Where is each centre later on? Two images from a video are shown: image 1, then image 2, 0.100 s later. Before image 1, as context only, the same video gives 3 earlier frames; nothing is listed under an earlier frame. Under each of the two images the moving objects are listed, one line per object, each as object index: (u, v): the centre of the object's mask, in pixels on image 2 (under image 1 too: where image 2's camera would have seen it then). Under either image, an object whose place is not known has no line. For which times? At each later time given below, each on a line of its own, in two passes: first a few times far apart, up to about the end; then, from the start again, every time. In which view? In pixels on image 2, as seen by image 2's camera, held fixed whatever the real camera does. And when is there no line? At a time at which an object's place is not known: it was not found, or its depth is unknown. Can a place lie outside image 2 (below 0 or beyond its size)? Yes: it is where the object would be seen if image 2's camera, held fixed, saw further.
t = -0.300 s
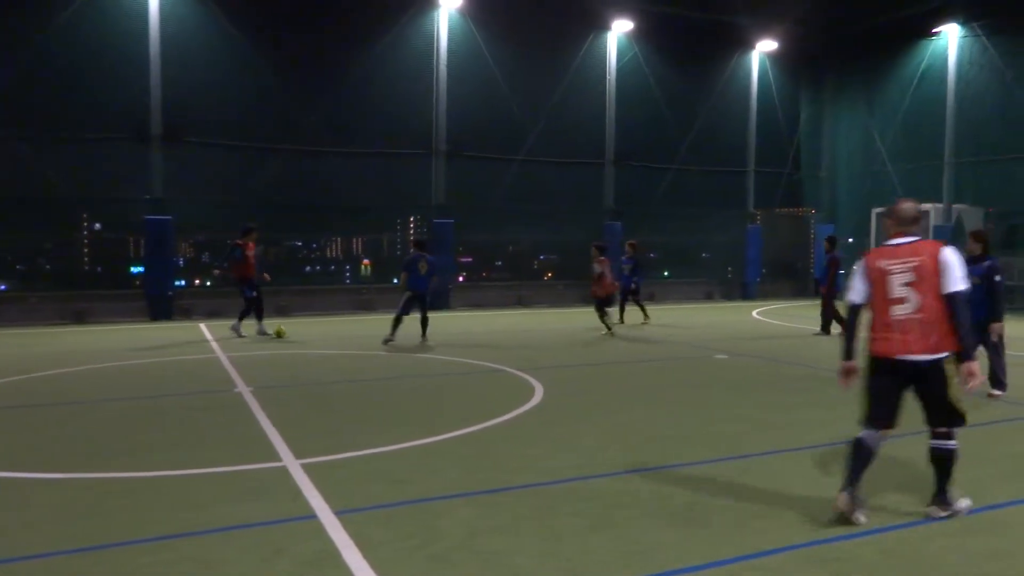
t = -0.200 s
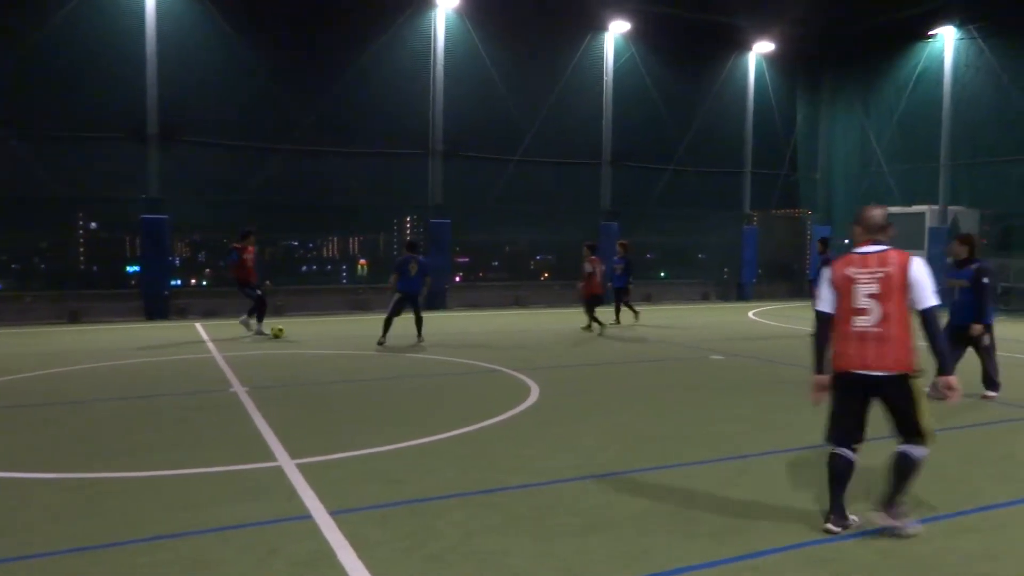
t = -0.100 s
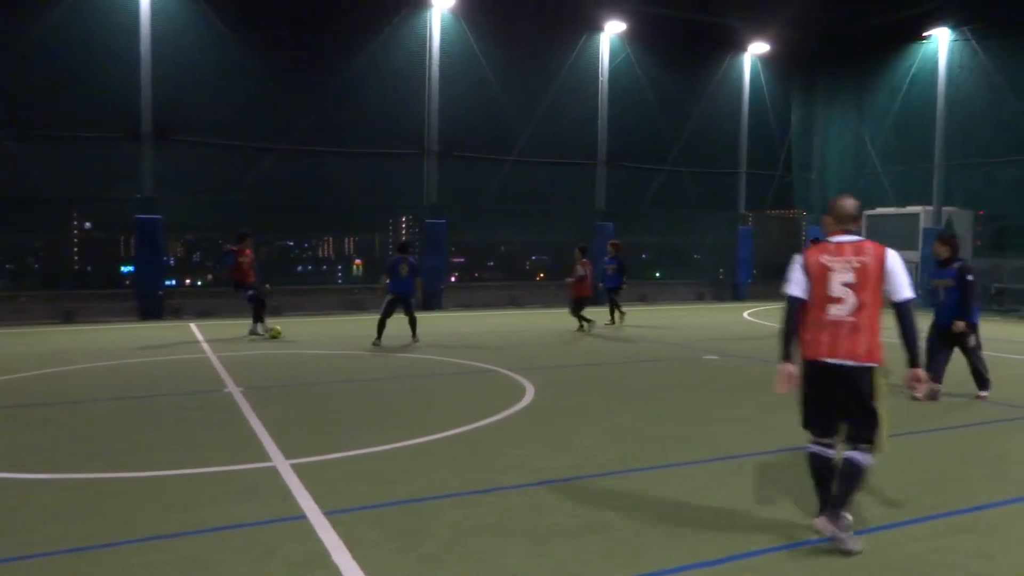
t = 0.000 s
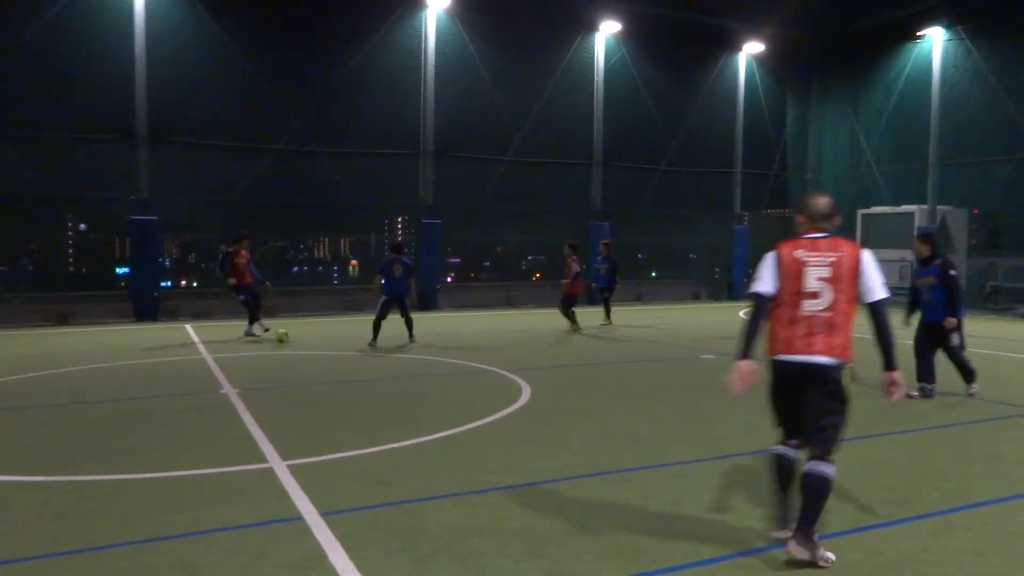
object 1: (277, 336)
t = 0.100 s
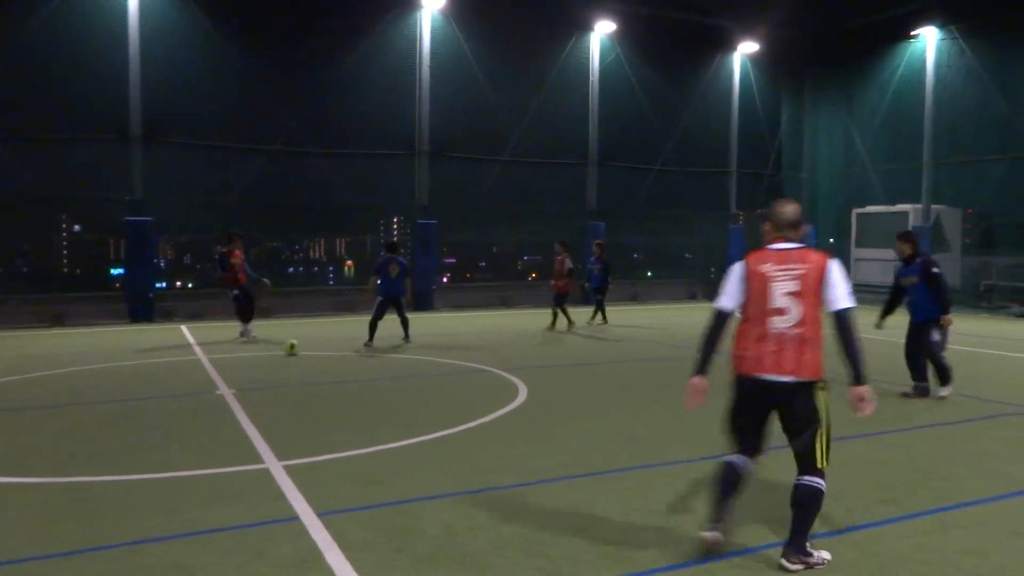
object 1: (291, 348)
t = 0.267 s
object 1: (318, 362)
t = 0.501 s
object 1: (365, 388)
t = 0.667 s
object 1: (406, 412)
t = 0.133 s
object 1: (296, 350)
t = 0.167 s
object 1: (302, 353)
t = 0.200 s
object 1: (307, 356)
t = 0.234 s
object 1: (312, 359)
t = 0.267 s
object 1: (318, 362)
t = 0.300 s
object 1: (323, 365)
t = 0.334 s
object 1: (330, 368)
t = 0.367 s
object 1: (335, 372)
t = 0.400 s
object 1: (343, 376)
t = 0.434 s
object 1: (349, 379)
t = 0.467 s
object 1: (357, 383)
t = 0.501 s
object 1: (365, 388)
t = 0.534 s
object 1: (373, 392)
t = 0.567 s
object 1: (381, 397)
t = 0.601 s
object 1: (388, 402)
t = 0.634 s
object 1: (398, 406)
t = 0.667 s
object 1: (406, 412)
